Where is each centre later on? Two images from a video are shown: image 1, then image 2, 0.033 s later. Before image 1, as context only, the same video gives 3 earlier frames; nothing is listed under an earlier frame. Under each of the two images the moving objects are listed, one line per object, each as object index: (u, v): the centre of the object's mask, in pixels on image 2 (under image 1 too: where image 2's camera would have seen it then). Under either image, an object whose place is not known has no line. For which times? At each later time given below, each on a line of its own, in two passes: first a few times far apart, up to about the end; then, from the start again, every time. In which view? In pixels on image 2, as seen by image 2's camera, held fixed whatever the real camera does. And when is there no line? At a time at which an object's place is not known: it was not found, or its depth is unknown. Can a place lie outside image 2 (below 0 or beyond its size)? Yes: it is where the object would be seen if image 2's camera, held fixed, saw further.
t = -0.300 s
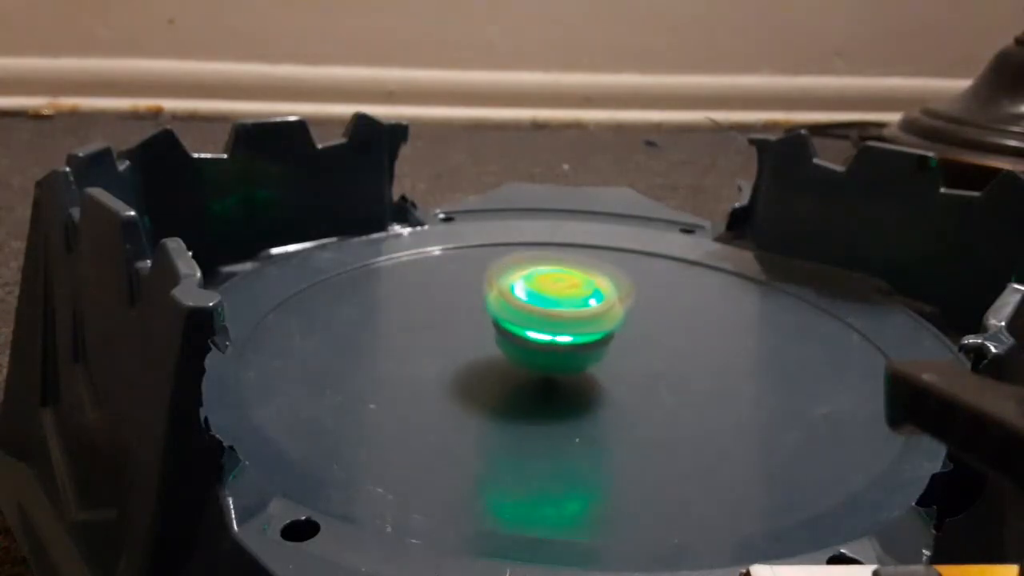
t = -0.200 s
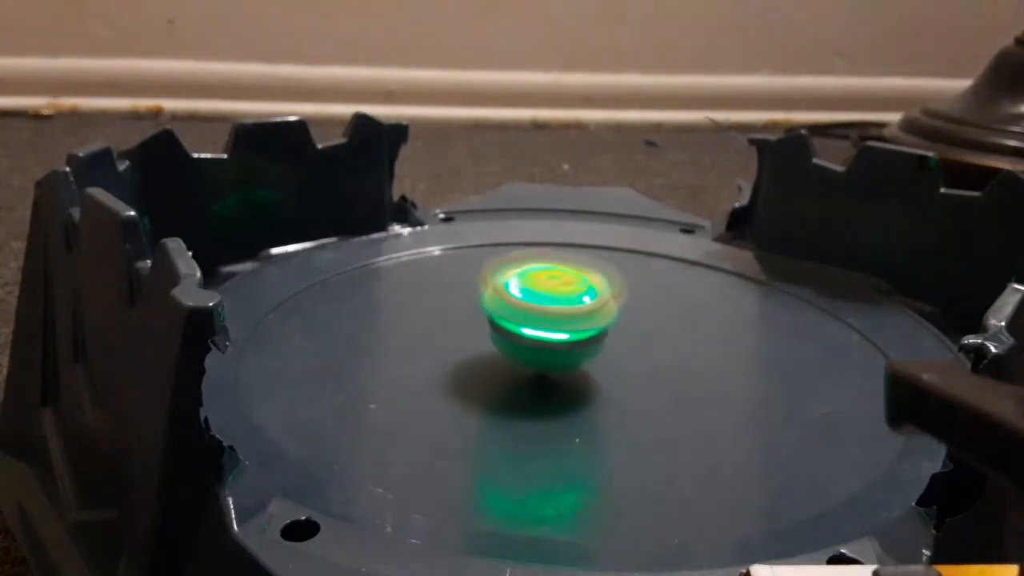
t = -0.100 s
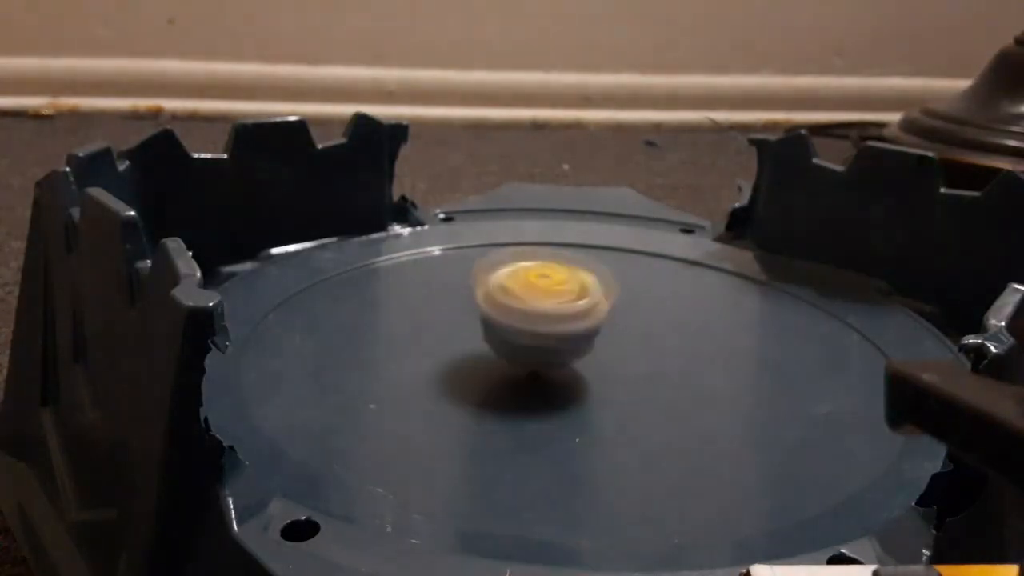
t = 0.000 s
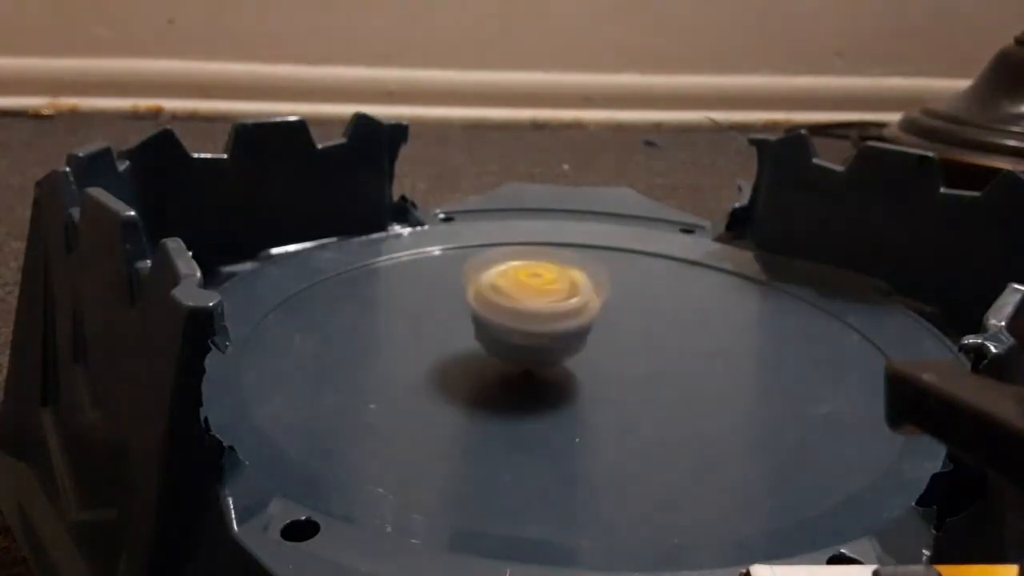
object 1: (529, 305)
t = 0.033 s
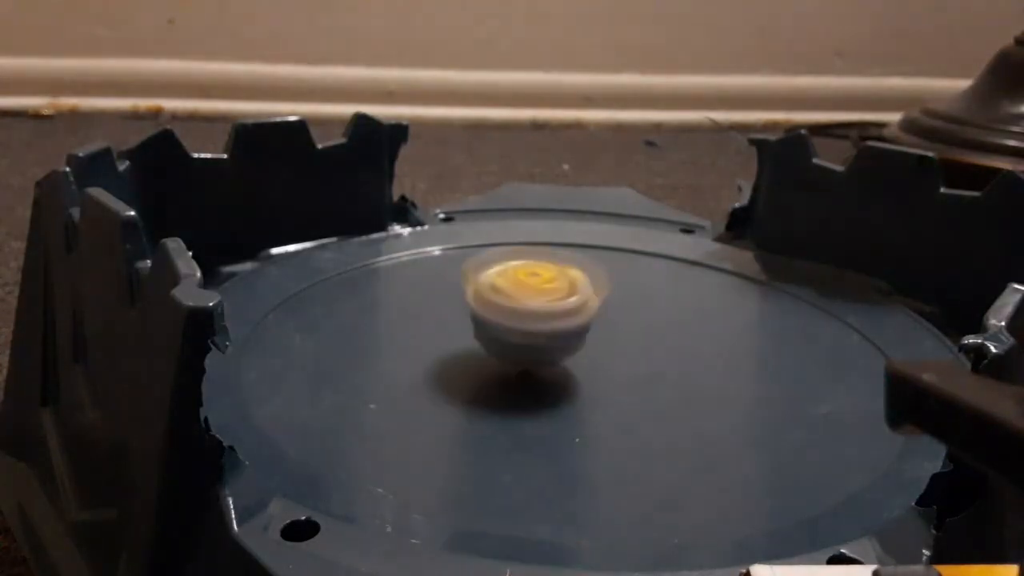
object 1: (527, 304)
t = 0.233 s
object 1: (531, 302)
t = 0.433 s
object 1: (542, 302)
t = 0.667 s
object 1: (556, 303)
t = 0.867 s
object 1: (569, 308)
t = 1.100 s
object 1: (568, 317)
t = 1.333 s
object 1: (556, 327)
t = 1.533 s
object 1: (554, 330)
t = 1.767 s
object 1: (551, 322)
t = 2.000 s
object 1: (534, 308)
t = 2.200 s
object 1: (519, 301)
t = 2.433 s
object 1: (522, 306)
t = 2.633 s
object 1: (555, 313)
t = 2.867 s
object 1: (596, 316)
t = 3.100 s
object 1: (601, 311)
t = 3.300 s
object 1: (572, 310)
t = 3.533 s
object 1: (527, 316)
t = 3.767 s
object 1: (519, 329)
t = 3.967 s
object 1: (540, 329)
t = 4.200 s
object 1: (566, 312)
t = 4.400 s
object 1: (554, 300)
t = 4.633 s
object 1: (534, 300)
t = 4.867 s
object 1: (535, 303)
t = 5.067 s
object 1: (553, 306)
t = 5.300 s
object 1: (564, 309)
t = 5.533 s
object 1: (571, 313)
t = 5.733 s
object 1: (570, 313)
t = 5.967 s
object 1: (563, 317)
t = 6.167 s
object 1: (554, 320)
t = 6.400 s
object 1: (547, 320)
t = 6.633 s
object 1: (535, 317)
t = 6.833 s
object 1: (529, 314)
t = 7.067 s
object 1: (530, 307)
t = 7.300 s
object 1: (546, 305)
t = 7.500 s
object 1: (574, 309)
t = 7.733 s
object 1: (591, 313)
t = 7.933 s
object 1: (583, 318)
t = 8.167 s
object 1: (553, 319)
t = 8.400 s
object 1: (529, 319)
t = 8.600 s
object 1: (527, 319)
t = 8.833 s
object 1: (542, 313)
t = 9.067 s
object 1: (554, 305)
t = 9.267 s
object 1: (557, 303)
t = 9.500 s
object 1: (556, 310)
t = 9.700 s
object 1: (560, 318)
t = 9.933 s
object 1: (566, 323)
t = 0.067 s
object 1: (527, 303)
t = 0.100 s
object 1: (528, 303)
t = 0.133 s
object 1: (528, 303)
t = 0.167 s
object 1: (528, 303)
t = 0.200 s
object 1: (530, 302)
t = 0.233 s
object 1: (531, 302)
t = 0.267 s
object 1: (533, 302)
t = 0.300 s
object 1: (534, 302)
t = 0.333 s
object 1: (536, 302)
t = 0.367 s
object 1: (539, 302)
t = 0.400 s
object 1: (541, 302)
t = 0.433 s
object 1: (542, 302)
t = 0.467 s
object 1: (544, 302)
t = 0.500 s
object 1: (545, 302)
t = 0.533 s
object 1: (546, 302)
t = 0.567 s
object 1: (549, 303)
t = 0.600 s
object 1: (552, 302)
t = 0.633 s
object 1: (554, 302)
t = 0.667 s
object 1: (556, 303)
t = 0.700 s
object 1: (558, 304)
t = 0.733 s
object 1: (561, 305)
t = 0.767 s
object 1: (564, 306)
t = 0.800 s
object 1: (565, 307)
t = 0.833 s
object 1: (567, 307)
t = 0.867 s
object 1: (569, 308)
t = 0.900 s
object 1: (572, 309)
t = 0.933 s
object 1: (573, 310)
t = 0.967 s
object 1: (574, 310)
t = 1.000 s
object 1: (573, 311)
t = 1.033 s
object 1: (572, 313)
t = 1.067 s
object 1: (570, 314)
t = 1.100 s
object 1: (568, 317)
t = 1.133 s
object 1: (566, 317)
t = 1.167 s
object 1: (564, 320)
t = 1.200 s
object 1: (561, 322)
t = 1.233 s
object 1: (559, 323)
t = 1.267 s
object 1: (557, 325)
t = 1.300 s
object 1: (557, 326)
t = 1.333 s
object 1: (556, 327)
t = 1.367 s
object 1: (556, 328)
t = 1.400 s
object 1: (554, 330)
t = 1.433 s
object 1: (555, 330)
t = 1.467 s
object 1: (554, 330)
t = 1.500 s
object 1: (554, 331)
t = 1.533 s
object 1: (554, 330)
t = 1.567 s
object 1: (554, 330)
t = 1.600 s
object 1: (553, 329)
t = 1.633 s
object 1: (553, 328)
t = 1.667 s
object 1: (553, 328)
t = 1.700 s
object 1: (552, 326)
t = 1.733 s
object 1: (552, 325)
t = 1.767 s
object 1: (551, 322)
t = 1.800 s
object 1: (549, 321)
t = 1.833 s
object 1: (548, 318)
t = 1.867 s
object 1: (546, 316)
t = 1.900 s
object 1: (542, 314)
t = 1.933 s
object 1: (540, 311)
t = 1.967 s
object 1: (537, 310)
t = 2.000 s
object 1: (534, 308)
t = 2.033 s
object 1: (531, 306)
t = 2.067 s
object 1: (528, 305)
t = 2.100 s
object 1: (526, 304)
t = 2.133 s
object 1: (523, 302)
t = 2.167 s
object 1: (522, 302)
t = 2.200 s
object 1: (519, 301)
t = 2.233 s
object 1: (518, 300)
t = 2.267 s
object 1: (517, 301)
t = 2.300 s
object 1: (516, 302)
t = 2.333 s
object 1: (517, 302)
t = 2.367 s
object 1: (517, 303)
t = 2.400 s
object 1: (520, 304)
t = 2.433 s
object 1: (522, 306)
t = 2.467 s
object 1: (528, 307)
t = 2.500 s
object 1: (531, 308)
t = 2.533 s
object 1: (535, 310)
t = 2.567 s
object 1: (542, 312)
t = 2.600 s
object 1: (548, 312)
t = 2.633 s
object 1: (555, 313)
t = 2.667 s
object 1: (562, 314)
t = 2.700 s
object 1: (568, 315)
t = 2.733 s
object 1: (574, 315)
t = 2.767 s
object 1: (580, 316)
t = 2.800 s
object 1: (586, 317)
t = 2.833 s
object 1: (591, 315)
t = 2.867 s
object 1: (596, 316)
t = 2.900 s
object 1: (599, 315)
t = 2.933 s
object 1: (602, 314)
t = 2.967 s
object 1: (604, 313)
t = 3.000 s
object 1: (604, 313)
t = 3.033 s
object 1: (604, 311)
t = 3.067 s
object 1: (603, 311)
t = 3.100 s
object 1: (601, 311)
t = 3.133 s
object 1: (598, 310)
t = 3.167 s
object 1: (593, 310)
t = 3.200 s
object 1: (589, 309)
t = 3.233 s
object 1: (584, 310)
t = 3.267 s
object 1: (579, 310)
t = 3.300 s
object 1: (572, 310)
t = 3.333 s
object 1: (565, 309)
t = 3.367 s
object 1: (560, 311)
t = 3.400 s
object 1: (551, 311)
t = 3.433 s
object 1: (545, 311)
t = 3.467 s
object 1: (539, 313)
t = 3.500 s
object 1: (533, 315)
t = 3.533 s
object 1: (527, 316)
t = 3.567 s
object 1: (524, 318)
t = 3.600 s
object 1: (520, 320)
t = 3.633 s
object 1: (517, 322)
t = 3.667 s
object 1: (518, 324)
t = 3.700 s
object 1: (517, 327)
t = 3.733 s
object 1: (518, 327)
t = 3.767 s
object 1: (519, 329)
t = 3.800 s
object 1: (521, 330)
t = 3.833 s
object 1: (523, 329)
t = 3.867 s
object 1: (526, 331)
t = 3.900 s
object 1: (531, 330)
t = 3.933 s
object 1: (535, 330)
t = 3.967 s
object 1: (540, 329)
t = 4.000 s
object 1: (545, 328)
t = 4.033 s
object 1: (550, 327)
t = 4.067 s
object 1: (554, 324)
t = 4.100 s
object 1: (558, 322)
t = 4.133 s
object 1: (562, 318)
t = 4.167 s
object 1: (565, 316)
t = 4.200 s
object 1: (566, 312)
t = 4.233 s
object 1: (566, 310)
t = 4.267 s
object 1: (565, 307)
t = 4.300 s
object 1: (562, 304)
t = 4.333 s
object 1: (560, 302)
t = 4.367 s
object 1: (557, 302)
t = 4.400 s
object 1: (554, 300)
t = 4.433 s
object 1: (551, 300)
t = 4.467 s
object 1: (548, 300)
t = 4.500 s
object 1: (545, 300)
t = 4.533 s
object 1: (542, 300)
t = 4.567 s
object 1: (538, 301)
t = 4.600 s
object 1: (536, 301)
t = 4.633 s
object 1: (534, 300)
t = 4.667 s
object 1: (534, 301)
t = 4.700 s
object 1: (534, 301)
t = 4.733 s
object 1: (534, 301)
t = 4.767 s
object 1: (534, 301)
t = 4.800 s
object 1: (534, 301)
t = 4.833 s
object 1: (535, 302)
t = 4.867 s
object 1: (535, 303)
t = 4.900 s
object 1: (536, 303)
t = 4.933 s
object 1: (539, 304)
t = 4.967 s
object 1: (543, 304)
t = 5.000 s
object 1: (547, 305)
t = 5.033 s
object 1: (550, 306)
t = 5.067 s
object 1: (553, 306)
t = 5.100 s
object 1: (556, 307)
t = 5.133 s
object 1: (558, 308)
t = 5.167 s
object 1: (561, 309)
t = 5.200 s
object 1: (563, 309)
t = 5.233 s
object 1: (563, 309)
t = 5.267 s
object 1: (564, 309)
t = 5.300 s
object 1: (564, 309)
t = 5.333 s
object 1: (565, 310)
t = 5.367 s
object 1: (565, 310)
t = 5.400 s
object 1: (566, 311)
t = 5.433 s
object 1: (567, 311)
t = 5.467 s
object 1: (567, 312)
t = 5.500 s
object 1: (569, 312)
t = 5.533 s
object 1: (571, 313)
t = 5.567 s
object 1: (570, 313)
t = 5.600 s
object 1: (569, 313)
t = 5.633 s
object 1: (570, 313)
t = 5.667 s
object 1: (570, 313)
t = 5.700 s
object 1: (570, 314)
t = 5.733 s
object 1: (570, 313)
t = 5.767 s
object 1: (570, 315)
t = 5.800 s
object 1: (569, 315)
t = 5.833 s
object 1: (568, 315)
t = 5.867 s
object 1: (567, 315)
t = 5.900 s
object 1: (566, 316)
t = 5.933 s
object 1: (564, 317)
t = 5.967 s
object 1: (563, 317)
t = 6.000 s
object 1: (561, 318)
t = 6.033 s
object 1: (560, 319)
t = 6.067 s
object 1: (558, 319)
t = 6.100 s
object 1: (557, 319)
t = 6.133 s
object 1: (555, 320)
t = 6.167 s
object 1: (554, 320)
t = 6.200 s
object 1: (553, 320)
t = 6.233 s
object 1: (553, 320)
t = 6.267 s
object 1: (552, 322)
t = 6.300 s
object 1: (551, 321)
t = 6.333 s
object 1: (550, 321)
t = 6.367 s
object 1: (548, 321)
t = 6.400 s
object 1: (547, 320)
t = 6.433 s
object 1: (546, 320)
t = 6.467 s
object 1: (545, 319)
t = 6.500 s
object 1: (542, 319)
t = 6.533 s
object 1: (539, 319)
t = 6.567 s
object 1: (537, 318)
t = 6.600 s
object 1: (536, 318)
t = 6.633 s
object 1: (535, 317)
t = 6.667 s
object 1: (534, 317)
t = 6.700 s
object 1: (532, 315)
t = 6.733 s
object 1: (531, 315)
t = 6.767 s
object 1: (530, 315)
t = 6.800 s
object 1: (529, 315)
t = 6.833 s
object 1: (529, 314)
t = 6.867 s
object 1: (529, 313)
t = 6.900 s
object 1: (529, 312)
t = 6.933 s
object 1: (526, 311)
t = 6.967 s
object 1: (527, 310)
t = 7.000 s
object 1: (528, 309)
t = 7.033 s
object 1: (528, 308)
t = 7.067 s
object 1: (530, 307)
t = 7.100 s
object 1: (531, 307)
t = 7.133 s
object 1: (533, 306)
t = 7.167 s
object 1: (535, 305)
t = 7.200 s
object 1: (539, 305)
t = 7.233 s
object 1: (541, 305)
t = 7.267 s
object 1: (544, 305)
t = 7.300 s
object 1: (546, 305)
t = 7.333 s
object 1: (549, 305)
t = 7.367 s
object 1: (554, 305)
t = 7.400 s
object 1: (559, 306)
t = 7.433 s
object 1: (564, 306)
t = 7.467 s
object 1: (569, 308)
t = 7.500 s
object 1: (574, 309)
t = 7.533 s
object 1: (578, 310)
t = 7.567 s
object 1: (582, 310)
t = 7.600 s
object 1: (585, 311)
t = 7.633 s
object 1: (589, 311)
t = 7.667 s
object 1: (589, 312)
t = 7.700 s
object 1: (591, 313)
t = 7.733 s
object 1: (591, 313)
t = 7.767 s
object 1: (591, 315)
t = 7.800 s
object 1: (591, 314)
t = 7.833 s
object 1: (589, 316)
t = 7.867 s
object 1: (587, 315)
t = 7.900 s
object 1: (584, 317)
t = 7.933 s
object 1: (583, 318)
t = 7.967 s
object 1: (579, 318)
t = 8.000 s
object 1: (576, 317)
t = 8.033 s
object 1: (572, 319)
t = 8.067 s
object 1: (569, 318)
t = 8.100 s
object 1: (563, 319)
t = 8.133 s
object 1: (559, 318)
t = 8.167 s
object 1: (553, 319)
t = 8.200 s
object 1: (549, 318)
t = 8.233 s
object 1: (546, 320)
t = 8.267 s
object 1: (541, 321)
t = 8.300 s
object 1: (536, 320)
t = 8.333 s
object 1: (534, 320)
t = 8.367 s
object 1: (531, 320)
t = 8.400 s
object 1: (529, 319)
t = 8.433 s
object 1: (529, 320)
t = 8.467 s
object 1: (527, 320)
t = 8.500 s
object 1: (526, 319)
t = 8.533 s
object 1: (526, 320)
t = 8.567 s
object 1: (526, 318)
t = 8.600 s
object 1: (527, 319)
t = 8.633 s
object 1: (528, 317)
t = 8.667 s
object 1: (529, 318)
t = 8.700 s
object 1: (532, 317)
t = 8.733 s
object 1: (534, 316)
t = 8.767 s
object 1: (538, 316)
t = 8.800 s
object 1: (540, 315)
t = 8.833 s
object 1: (542, 313)
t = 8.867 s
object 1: (544, 313)
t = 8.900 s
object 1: (546, 311)
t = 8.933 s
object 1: (549, 310)
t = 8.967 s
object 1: (549, 309)
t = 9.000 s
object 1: (552, 307)
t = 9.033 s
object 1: (553, 306)
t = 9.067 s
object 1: (554, 305)
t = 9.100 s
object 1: (555, 305)
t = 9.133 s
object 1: (557, 305)
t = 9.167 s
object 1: (556, 304)
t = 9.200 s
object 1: (557, 304)
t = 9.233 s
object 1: (557, 304)
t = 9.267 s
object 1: (557, 303)
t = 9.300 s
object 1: (556, 304)
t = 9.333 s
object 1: (557, 304)
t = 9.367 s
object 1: (556, 306)
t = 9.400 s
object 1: (556, 307)
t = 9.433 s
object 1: (557, 308)
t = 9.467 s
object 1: (558, 309)
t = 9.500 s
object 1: (556, 310)
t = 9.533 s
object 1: (558, 311)
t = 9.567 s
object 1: (558, 314)
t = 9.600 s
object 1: (558, 314)
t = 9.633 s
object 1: (559, 314)
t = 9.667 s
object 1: (560, 318)
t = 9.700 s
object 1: (560, 318)
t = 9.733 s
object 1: (561, 320)
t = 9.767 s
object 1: (563, 320)
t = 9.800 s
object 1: (563, 322)
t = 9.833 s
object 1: (565, 322)
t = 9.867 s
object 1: (566, 323)
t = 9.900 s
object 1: (567, 323)
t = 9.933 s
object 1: (566, 323)
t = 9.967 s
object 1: (566, 323)
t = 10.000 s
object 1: (565, 324)
